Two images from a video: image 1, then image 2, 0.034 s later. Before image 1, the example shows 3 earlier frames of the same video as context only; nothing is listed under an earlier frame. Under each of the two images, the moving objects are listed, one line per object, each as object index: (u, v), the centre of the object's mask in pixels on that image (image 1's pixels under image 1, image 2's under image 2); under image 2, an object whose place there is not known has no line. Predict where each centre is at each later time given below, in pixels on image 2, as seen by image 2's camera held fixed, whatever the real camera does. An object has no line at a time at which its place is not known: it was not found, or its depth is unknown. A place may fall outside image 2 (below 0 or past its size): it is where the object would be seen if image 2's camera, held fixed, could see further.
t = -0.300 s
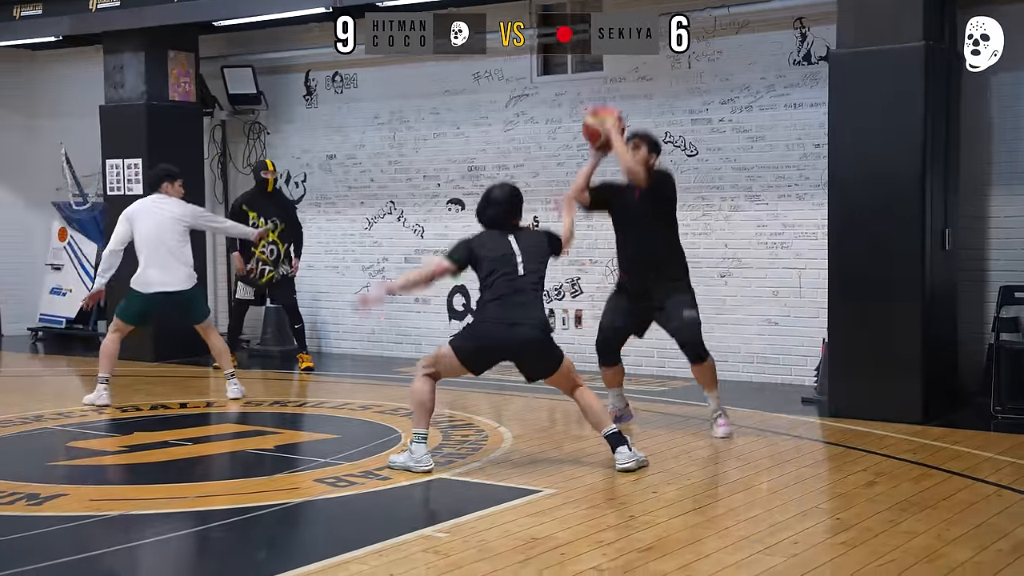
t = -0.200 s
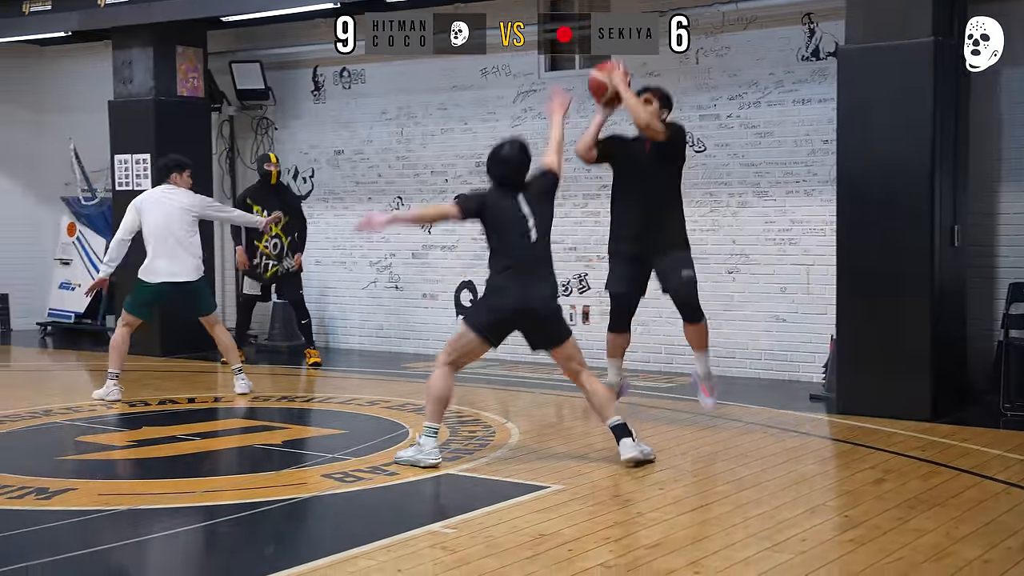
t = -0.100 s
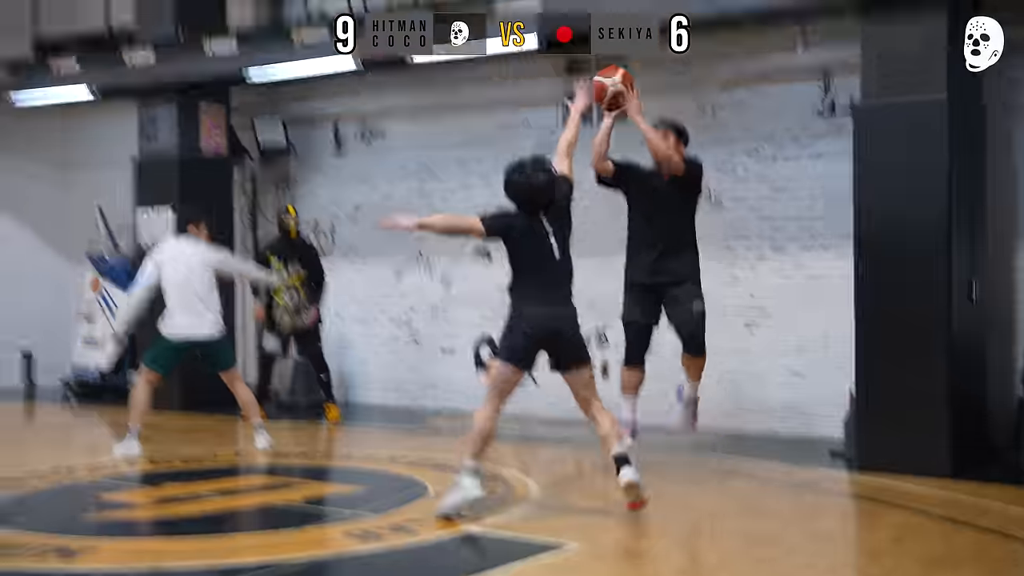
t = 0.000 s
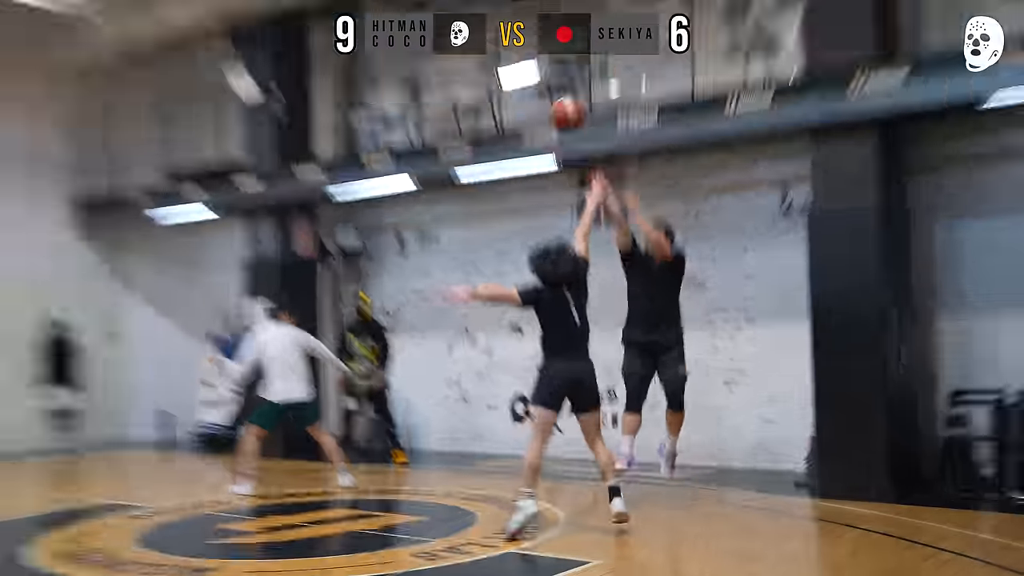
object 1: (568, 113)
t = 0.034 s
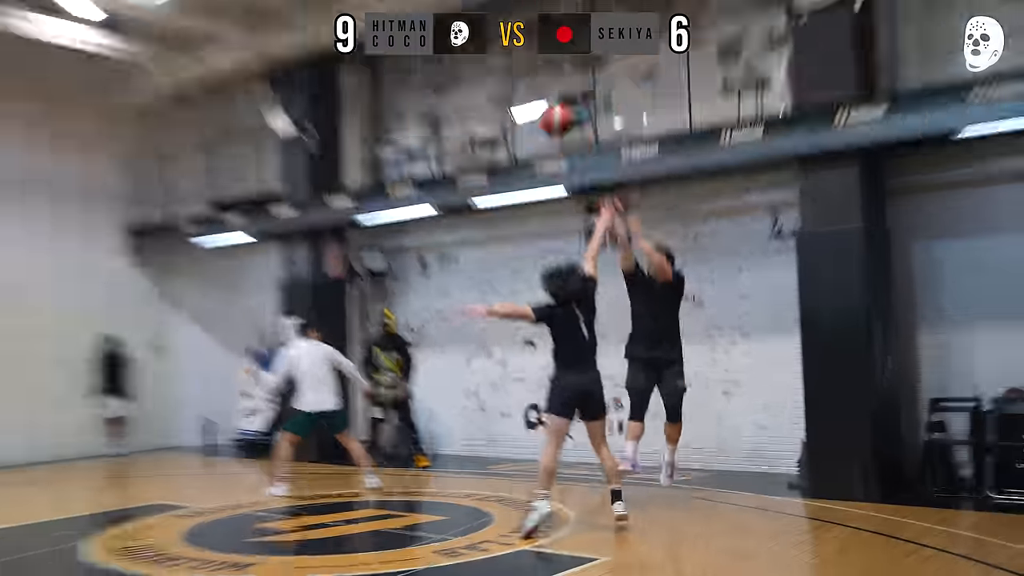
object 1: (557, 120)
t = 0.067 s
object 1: (538, 97)
